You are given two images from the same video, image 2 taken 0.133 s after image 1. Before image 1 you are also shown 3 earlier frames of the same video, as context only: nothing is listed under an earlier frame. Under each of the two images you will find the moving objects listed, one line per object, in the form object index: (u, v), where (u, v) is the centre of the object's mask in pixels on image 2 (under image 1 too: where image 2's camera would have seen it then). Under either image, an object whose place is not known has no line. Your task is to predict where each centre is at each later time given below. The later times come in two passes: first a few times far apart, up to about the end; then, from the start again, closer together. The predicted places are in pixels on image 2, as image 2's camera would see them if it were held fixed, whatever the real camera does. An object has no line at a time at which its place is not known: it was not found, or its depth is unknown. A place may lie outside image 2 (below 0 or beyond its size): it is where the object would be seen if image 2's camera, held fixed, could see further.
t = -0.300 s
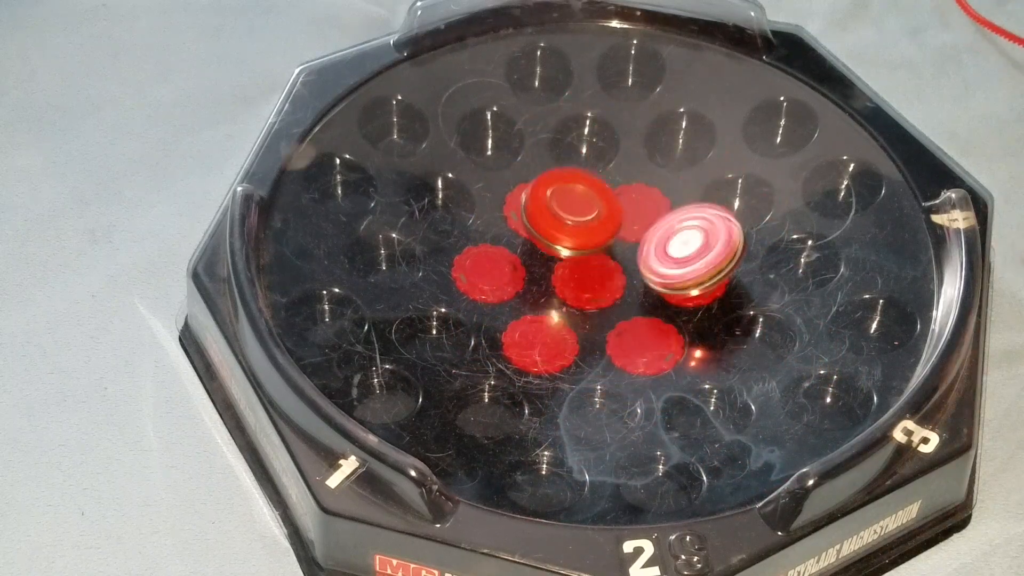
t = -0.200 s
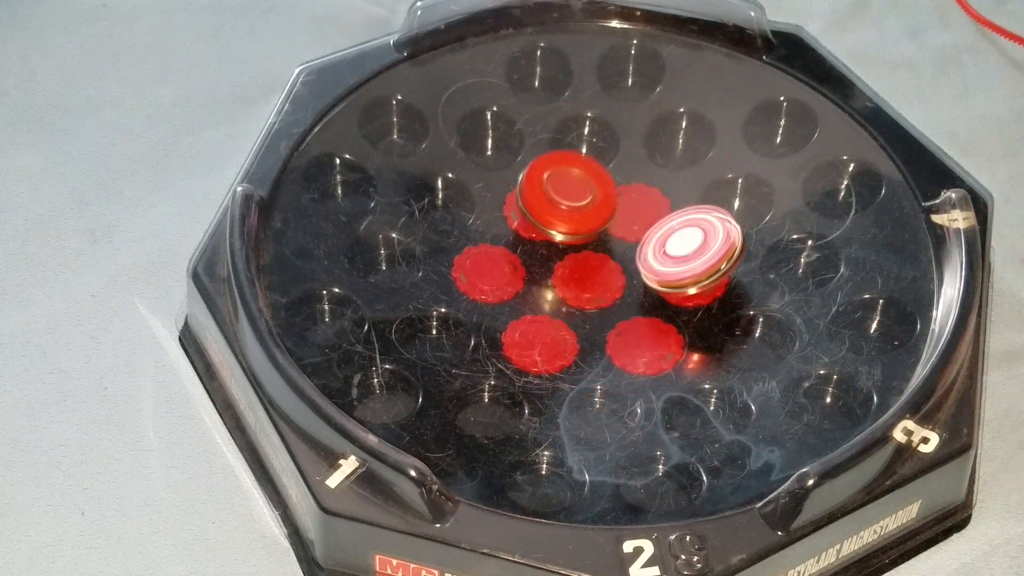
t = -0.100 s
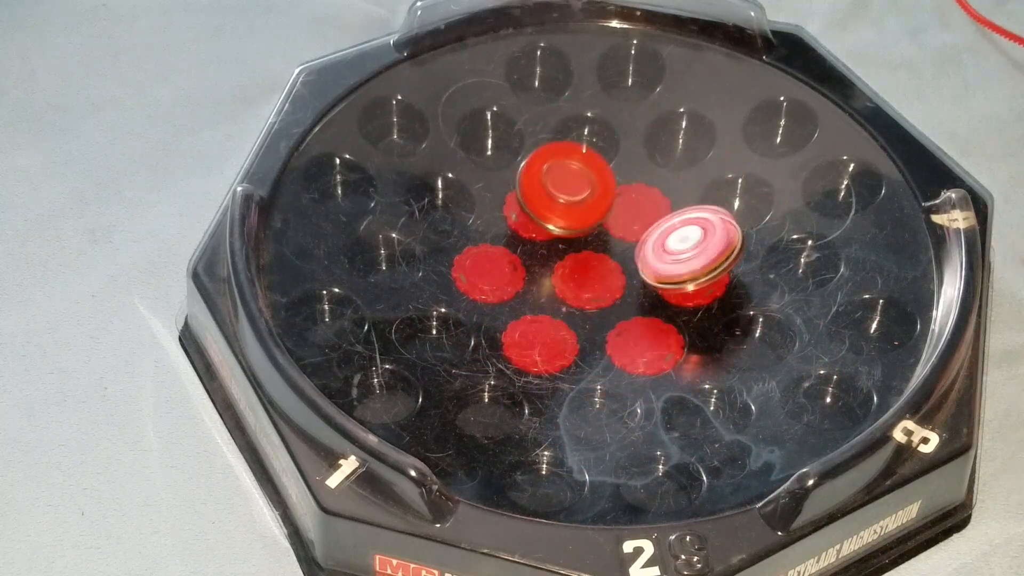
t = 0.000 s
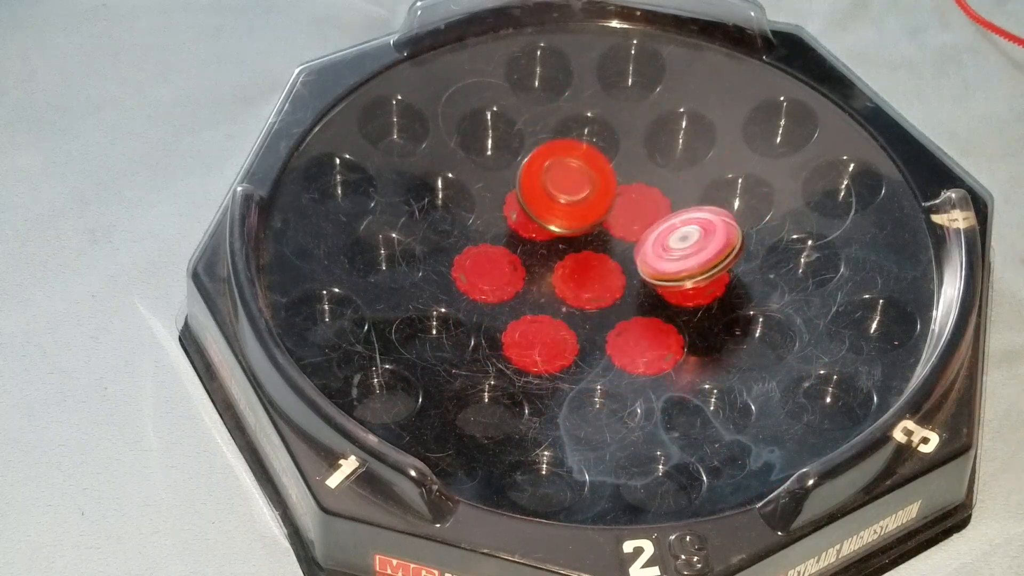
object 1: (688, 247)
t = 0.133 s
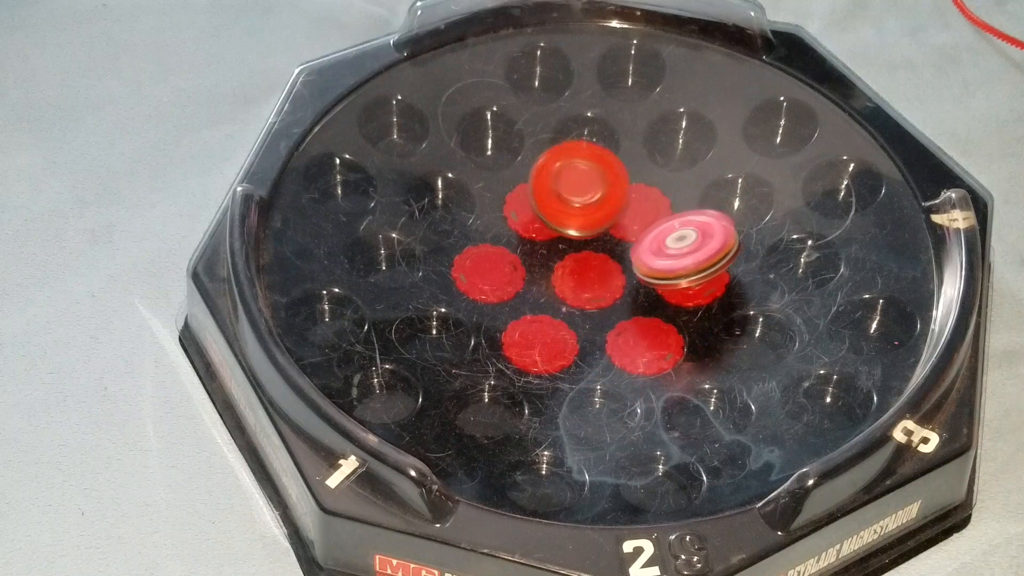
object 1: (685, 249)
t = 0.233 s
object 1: (685, 263)
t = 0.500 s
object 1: (749, 436)
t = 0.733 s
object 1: (666, 406)
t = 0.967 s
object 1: (561, 297)
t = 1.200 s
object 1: (494, 193)
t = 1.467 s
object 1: (503, 210)
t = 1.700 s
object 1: (435, 105)
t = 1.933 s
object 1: (492, 60)
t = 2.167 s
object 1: (643, 89)
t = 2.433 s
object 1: (798, 122)
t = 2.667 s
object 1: (845, 168)
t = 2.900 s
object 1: (831, 231)
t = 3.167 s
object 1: (697, 338)
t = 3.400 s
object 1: (568, 363)
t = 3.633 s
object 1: (519, 338)
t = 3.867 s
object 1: (455, 293)
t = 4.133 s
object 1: (451, 209)
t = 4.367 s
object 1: (579, 137)
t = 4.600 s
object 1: (724, 116)
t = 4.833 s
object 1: (782, 157)
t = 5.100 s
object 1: (741, 279)
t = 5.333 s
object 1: (587, 349)
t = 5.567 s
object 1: (500, 325)
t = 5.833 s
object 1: (467, 196)
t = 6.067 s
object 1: (444, 62)
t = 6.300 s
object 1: (494, 180)
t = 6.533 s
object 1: (514, 312)
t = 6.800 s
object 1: (547, 287)
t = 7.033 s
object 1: (583, 239)
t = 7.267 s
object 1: (593, 181)
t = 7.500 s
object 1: (594, 184)
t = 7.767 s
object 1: (595, 196)
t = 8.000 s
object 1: (596, 199)
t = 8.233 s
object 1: (596, 200)
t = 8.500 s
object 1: (596, 200)
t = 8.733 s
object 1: (596, 200)
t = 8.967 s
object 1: (596, 200)
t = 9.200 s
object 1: (597, 200)
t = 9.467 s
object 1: (597, 200)
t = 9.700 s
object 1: (597, 200)
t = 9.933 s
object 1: (597, 200)
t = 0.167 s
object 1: (683, 251)
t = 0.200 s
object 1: (680, 252)
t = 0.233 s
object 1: (685, 263)
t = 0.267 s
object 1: (714, 300)
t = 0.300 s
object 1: (741, 344)
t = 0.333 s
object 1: (756, 377)
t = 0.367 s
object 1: (767, 402)
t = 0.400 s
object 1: (772, 424)
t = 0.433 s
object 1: (770, 435)
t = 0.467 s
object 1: (759, 437)
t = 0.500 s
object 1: (749, 436)
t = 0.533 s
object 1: (737, 433)
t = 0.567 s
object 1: (726, 431)
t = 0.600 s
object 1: (715, 428)
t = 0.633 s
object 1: (704, 424)
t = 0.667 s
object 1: (691, 419)
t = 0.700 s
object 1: (679, 414)
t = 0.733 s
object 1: (666, 406)
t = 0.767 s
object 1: (650, 397)
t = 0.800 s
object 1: (634, 386)
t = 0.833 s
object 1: (620, 372)
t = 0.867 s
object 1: (604, 356)
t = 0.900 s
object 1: (589, 339)
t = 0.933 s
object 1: (574, 318)
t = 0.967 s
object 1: (561, 297)
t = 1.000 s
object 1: (549, 279)
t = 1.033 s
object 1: (534, 260)
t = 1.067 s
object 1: (523, 242)
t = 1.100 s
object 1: (515, 226)
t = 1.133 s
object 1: (507, 213)
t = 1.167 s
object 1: (499, 202)
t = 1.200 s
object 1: (494, 193)
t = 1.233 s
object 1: (492, 188)
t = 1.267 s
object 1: (492, 185)
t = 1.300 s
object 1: (492, 184)
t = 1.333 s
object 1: (494, 187)
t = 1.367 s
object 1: (497, 191)
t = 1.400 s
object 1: (499, 197)
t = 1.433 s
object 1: (502, 204)
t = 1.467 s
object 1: (503, 210)
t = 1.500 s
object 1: (505, 217)
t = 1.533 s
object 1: (505, 223)
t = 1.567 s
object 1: (505, 227)
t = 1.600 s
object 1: (503, 225)
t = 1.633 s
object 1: (475, 183)
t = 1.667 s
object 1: (451, 145)
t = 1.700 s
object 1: (435, 105)
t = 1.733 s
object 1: (429, 78)
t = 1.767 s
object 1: (426, 52)
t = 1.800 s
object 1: (433, 44)
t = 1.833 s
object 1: (446, 49)
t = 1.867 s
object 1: (459, 53)
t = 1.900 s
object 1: (475, 56)
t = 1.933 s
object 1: (492, 60)
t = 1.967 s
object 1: (509, 63)
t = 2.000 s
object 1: (530, 67)
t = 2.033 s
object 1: (550, 71)
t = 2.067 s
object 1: (570, 76)
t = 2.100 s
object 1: (594, 81)
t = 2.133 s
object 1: (617, 85)
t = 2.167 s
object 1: (643, 89)
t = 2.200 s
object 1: (667, 92)
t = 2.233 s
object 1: (691, 95)
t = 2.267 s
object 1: (714, 98)
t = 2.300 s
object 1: (735, 101)
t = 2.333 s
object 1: (754, 106)
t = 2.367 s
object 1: (770, 110)
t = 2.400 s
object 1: (785, 115)
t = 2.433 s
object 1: (798, 122)
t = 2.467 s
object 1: (809, 128)
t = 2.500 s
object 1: (820, 134)
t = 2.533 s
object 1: (828, 142)
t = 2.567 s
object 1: (834, 147)
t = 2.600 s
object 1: (839, 155)
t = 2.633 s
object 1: (843, 163)
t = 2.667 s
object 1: (845, 168)
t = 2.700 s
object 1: (847, 176)
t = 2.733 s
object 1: (846, 184)
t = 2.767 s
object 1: (846, 191)
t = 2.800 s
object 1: (844, 200)
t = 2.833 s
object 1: (841, 211)
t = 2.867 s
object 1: (837, 220)
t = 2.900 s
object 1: (831, 231)
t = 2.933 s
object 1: (821, 246)
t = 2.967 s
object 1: (811, 258)
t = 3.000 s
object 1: (798, 272)
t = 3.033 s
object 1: (779, 288)
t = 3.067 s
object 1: (762, 301)
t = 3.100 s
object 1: (742, 315)
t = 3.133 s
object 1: (717, 328)
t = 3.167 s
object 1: (697, 338)
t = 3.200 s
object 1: (674, 348)
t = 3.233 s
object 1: (651, 355)
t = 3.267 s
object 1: (636, 360)
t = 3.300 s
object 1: (619, 363)
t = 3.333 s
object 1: (600, 365)
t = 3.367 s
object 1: (584, 365)
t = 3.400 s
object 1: (568, 363)
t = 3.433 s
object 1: (553, 361)
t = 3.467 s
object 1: (542, 357)
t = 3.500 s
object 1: (534, 353)
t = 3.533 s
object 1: (527, 349)
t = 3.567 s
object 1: (521, 345)
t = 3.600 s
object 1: (519, 341)
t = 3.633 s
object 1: (519, 338)
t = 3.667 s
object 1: (520, 335)
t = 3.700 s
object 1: (522, 330)
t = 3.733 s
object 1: (525, 319)
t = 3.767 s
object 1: (527, 313)
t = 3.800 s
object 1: (518, 307)
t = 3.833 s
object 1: (481, 298)
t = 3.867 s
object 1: (455, 293)
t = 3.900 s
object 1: (436, 285)
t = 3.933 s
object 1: (427, 274)
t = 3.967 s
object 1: (425, 263)
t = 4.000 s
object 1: (425, 250)
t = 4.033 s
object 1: (429, 240)
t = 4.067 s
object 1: (434, 228)
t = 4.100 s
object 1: (441, 219)
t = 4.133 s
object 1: (451, 209)
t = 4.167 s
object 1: (462, 200)
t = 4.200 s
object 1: (477, 190)
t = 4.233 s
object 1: (494, 178)
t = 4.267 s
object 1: (514, 167)
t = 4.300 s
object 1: (535, 156)
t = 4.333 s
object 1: (557, 146)
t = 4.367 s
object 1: (579, 137)
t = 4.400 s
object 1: (602, 130)
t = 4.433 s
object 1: (626, 124)
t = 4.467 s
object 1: (649, 119)
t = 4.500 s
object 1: (671, 116)
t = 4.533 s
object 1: (691, 114)
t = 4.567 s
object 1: (709, 114)
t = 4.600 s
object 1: (724, 116)
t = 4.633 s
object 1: (738, 118)
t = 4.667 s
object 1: (749, 122)
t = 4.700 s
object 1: (759, 127)
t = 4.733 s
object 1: (766, 133)
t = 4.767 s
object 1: (773, 139)
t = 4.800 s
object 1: (778, 148)
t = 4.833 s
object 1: (782, 157)
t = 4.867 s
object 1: (785, 169)
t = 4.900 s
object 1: (786, 182)
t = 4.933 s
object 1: (785, 197)
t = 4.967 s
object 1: (782, 212)
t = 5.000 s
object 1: (776, 228)
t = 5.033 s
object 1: (769, 244)
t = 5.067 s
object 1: (757, 262)
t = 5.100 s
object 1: (741, 279)
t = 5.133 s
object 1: (723, 296)
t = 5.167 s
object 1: (704, 309)
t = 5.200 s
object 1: (680, 324)
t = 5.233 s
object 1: (656, 335)
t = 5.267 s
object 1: (636, 343)
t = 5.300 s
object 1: (610, 346)
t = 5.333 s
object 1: (587, 349)
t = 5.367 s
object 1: (567, 350)
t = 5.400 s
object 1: (548, 349)
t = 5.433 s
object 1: (532, 345)
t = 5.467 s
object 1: (521, 341)
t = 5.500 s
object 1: (511, 336)
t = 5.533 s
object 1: (504, 332)
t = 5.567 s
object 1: (500, 325)
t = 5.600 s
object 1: (499, 319)
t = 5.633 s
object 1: (499, 310)
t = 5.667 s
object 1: (499, 299)
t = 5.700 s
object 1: (500, 287)
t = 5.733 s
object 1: (501, 276)
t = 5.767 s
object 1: (490, 247)
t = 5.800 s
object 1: (475, 223)
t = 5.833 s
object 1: (467, 196)
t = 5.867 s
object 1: (461, 169)
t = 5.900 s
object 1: (459, 141)
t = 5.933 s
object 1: (454, 118)
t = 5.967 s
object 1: (450, 95)
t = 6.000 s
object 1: (445, 78)
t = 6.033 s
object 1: (445, 66)
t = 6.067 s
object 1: (444, 62)
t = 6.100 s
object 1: (449, 72)
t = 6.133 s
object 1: (458, 84)
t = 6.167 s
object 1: (464, 100)
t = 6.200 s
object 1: (471, 118)
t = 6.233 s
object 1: (479, 137)
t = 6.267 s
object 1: (487, 158)
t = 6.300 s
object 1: (494, 180)
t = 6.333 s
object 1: (499, 203)
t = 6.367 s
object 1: (504, 225)
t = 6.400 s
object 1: (509, 247)
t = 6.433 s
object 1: (513, 269)
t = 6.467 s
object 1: (513, 286)
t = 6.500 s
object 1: (515, 302)
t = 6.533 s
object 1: (514, 312)
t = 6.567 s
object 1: (515, 317)
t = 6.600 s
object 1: (518, 317)
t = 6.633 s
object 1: (521, 315)
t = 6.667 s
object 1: (527, 308)
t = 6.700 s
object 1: (535, 304)
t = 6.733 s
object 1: (541, 298)
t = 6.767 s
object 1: (546, 292)
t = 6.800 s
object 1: (547, 287)
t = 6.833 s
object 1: (549, 281)
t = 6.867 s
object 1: (553, 275)
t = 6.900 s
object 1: (559, 269)
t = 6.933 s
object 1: (564, 264)
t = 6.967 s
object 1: (572, 258)
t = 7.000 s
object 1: (579, 251)
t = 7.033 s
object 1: (583, 239)
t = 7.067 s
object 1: (587, 228)
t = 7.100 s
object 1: (590, 216)
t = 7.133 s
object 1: (593, 207)
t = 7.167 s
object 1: (594, 200)
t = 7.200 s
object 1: (595, 192)
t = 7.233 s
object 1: (595, 186)
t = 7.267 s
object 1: (593, 181)
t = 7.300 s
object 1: (592, 177)
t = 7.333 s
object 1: (591, 176)
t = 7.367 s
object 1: (591, 175)
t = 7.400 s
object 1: (591, 176)
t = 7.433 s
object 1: (592, 178)
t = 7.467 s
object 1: (593, 181)
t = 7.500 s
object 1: (594, 184)
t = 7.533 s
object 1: (595, 186)
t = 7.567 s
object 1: (595, 187)
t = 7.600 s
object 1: (595, 188)
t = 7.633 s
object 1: (595, 190)
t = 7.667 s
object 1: (595, 190)
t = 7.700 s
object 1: (595, 192)
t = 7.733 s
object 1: (595, 194)
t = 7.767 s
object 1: (595, 196)
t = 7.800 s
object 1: (596, 198)
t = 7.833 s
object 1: (596, 199)
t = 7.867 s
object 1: (596, 199)
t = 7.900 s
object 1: (596, 199)
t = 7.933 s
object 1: (596, 199)
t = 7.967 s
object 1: (596, 199)
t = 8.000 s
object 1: (596, 199)
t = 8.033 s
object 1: (596, 200)
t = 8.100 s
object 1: (596, 200)
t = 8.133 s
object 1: (596, 200)
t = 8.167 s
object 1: (596, 200)
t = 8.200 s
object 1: (596, 200)
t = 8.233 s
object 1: (596, 200)
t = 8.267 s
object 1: (596, 200)
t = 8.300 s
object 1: (596, 200)
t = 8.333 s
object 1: (596, 200)
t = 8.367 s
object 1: (596, 200)
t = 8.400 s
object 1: (596, 200)
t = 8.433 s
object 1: (596, 200)
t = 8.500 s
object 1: (596, 200)
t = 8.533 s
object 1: (596, 200)
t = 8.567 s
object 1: (596, 200)
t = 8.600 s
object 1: (596, 200)
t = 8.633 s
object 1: (596, 200)
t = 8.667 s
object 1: (596, 200)
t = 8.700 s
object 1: (596, 199)
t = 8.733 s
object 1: (596, 200)
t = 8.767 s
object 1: (596, 200)
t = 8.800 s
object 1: (596, 200)
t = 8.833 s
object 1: (596, 200)
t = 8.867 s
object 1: (596, 200)
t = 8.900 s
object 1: (596, 200)
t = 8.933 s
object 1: (596, 200)
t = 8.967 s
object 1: (596, 200)
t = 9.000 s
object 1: (597, 200)
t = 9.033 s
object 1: (597, 200)
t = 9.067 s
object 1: (596, 200)
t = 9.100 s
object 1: (597, 200)
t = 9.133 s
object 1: (597, 200)
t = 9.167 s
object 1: (596, 200)
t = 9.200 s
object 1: (597, 200)
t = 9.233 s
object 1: (597, 200)
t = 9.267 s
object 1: (597, 200)
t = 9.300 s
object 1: (597, 200)
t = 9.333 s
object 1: (597, 200)
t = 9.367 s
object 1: (597, 200)
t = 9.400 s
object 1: (597, 200)
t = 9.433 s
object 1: (597, 200)
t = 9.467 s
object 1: (597, 200)
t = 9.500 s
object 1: (597, 200)
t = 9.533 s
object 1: (597, 200)
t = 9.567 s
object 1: (597, 200)
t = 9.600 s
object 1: (597, 200)
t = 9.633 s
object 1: (597, 200)
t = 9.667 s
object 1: (597, 200)
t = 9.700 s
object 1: (597, 200)
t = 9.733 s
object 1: (597, 200)
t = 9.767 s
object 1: (597, 200)
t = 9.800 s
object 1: (597, 200)
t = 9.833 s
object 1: (597, 200)
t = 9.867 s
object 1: (597, 200)
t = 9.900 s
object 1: (596, 200)
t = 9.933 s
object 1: (597, 200)
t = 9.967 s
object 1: (596, 200)
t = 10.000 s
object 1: (597, 200)
